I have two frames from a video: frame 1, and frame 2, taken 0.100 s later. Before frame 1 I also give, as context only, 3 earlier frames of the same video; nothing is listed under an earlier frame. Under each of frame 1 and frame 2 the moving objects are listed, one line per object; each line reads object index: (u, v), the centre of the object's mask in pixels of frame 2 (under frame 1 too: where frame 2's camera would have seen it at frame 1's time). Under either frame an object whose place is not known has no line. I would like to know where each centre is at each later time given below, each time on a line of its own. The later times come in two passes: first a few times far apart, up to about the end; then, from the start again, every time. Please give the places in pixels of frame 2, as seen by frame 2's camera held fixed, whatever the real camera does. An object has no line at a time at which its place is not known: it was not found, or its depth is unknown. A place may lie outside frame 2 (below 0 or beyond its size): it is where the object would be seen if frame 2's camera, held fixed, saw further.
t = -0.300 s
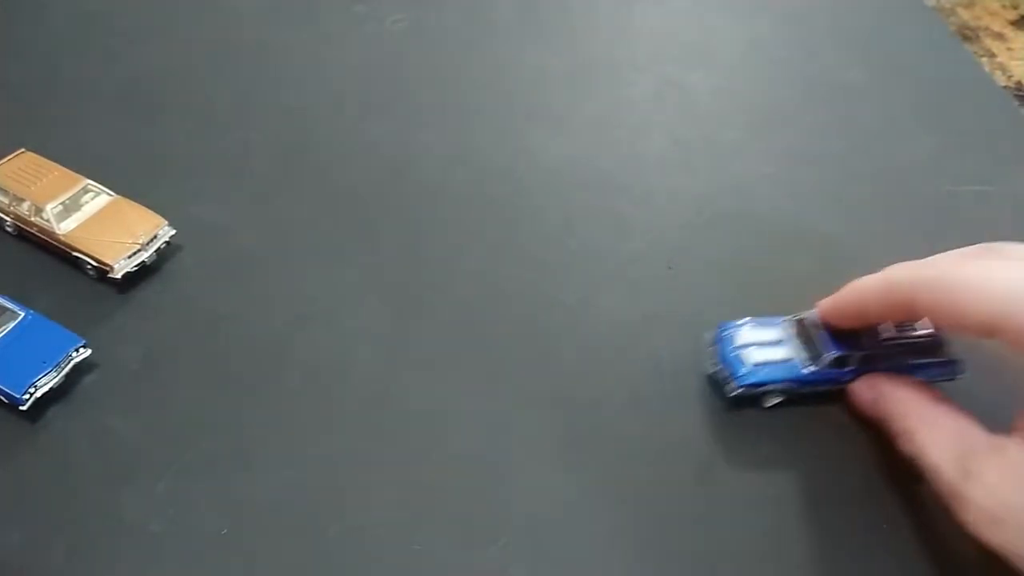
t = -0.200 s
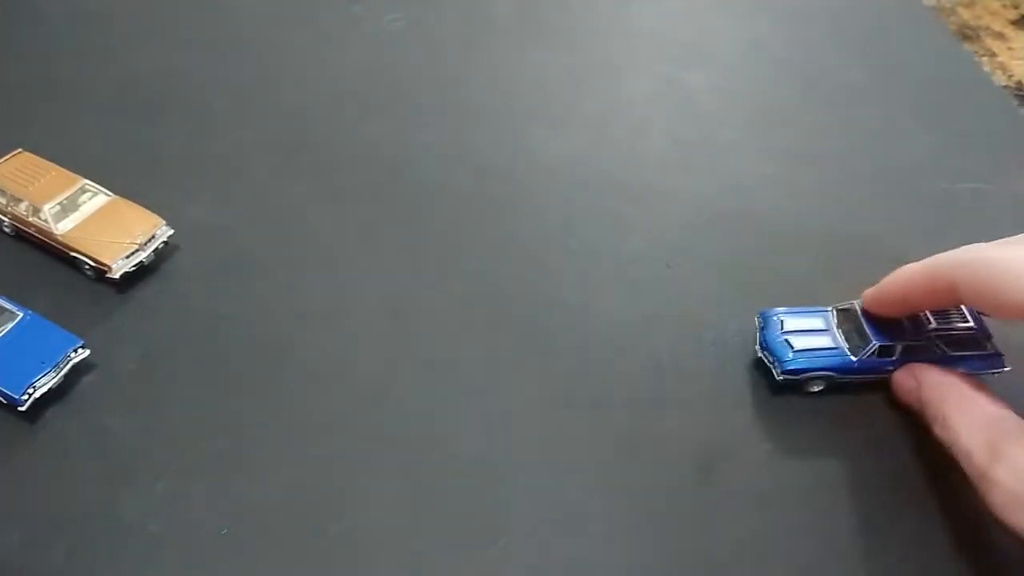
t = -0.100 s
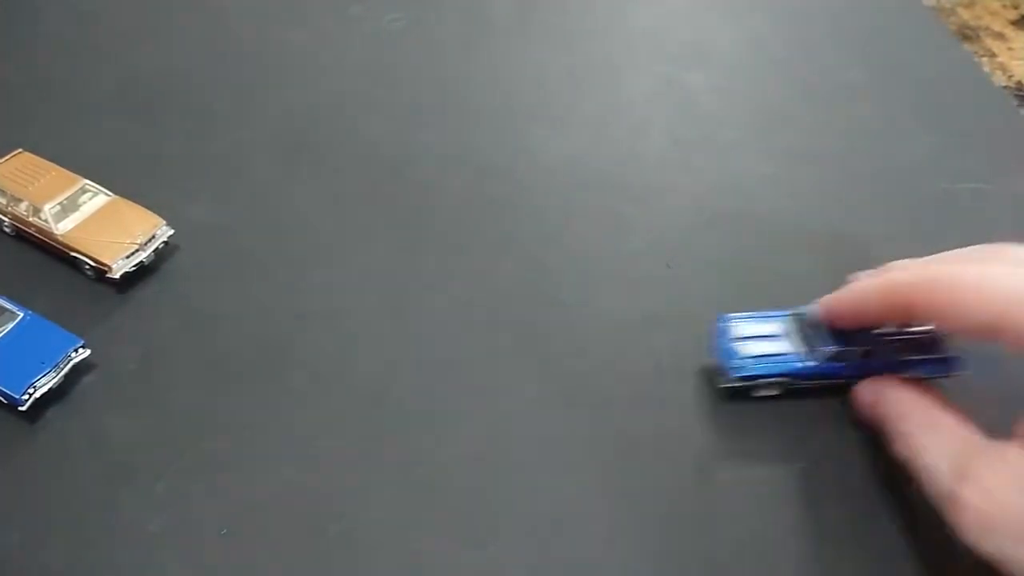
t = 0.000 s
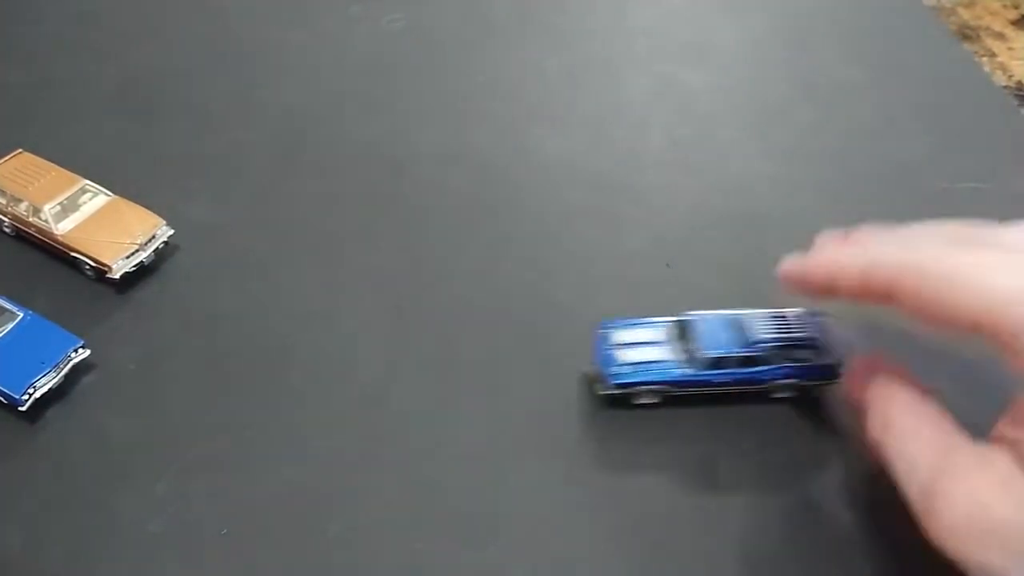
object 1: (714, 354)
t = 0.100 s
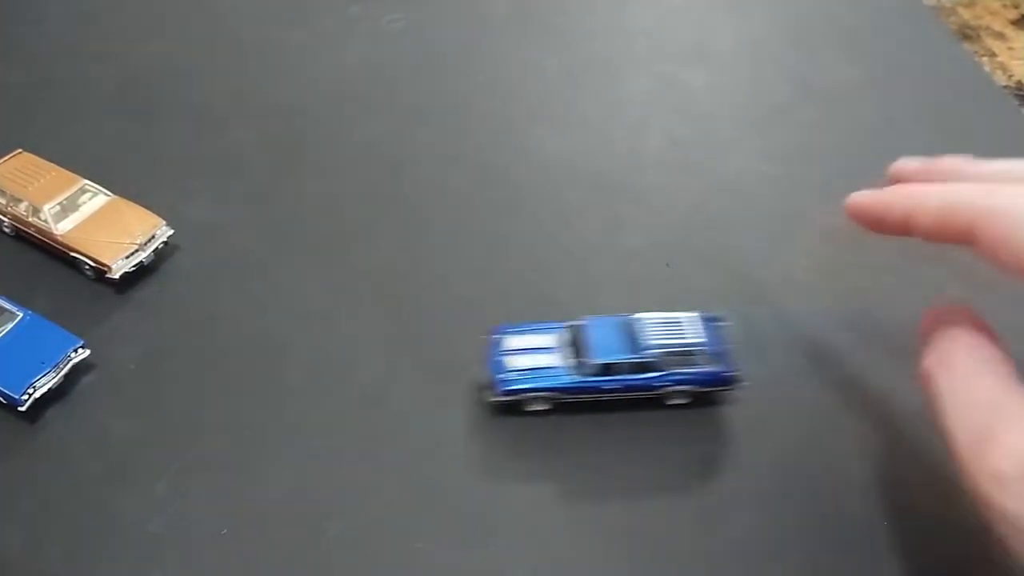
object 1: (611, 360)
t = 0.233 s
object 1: (485, 368)
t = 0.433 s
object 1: (336, 377)
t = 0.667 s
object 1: (226, 383)
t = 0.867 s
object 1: (195, 385)
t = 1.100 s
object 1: (195, 384)
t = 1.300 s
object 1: (195, 384)
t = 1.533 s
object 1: (195, 385)
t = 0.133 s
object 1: (578, 362)
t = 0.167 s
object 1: (545, 364)
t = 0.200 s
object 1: (514, 366)
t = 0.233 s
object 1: (485, 368)
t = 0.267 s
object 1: (456, 369)
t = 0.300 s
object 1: (429, 371)
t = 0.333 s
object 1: (404, 372)
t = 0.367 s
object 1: (379, 374)
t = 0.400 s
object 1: (357, 375)
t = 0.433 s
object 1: (336, 377)
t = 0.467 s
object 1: (315, 377)
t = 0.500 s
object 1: (297, 379)
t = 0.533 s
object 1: (280, 380)
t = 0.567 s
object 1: (264, 381)
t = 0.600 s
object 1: (250, 381)
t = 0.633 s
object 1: (237, 382)
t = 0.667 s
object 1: (226, 383)
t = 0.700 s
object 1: (217, 383)
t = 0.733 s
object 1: (208, 384)
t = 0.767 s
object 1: (203, 384)
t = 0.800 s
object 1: (198, 384)
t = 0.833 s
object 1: (195, 384)
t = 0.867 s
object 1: (195, 385)
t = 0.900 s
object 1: (195, 385)
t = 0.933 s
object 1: (195, 384)
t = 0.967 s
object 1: (195, 384)
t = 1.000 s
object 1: (195, 385)
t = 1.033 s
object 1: (195, 385)
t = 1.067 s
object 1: (195, 385)
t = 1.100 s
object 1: (195, 384)
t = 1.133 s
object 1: (195, 385)
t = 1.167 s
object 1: (195, 385)
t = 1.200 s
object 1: (195, 384)
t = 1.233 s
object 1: (195, 384)
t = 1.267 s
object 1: (195, 384)
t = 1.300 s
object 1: (195, 384)
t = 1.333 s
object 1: (195, 384)
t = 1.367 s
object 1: (195, 384)
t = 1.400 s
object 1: (195, 385)
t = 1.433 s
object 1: (195, 385)
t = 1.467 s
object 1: (195, 384)
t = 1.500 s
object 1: (195, 385)
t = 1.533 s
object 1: (195, 385)
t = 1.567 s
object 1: (195, 385)
